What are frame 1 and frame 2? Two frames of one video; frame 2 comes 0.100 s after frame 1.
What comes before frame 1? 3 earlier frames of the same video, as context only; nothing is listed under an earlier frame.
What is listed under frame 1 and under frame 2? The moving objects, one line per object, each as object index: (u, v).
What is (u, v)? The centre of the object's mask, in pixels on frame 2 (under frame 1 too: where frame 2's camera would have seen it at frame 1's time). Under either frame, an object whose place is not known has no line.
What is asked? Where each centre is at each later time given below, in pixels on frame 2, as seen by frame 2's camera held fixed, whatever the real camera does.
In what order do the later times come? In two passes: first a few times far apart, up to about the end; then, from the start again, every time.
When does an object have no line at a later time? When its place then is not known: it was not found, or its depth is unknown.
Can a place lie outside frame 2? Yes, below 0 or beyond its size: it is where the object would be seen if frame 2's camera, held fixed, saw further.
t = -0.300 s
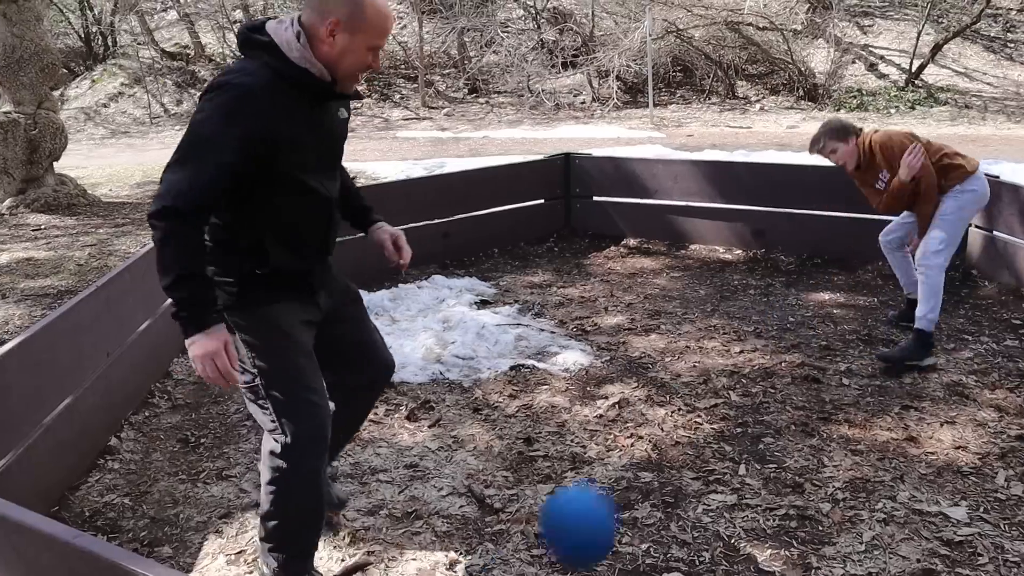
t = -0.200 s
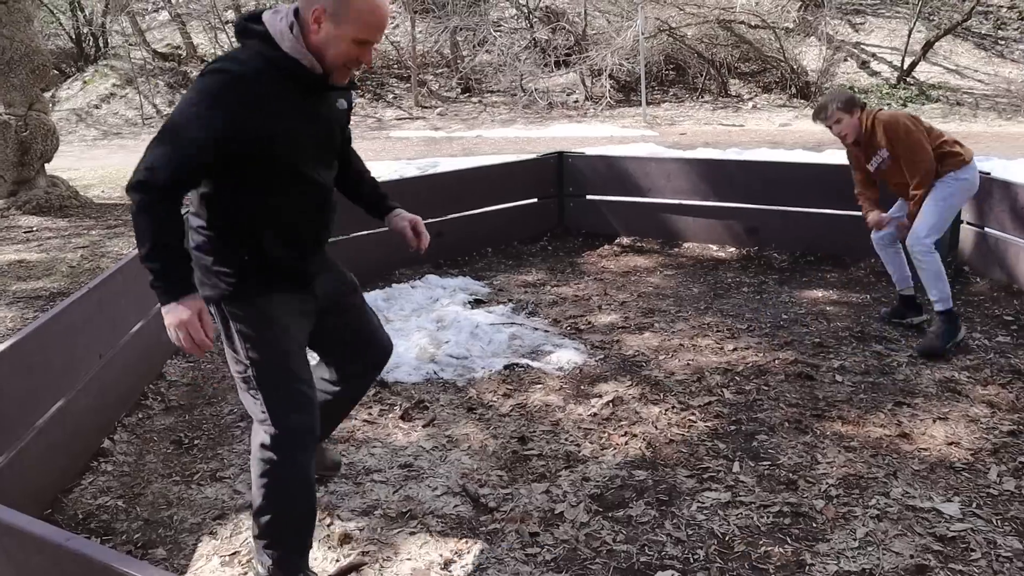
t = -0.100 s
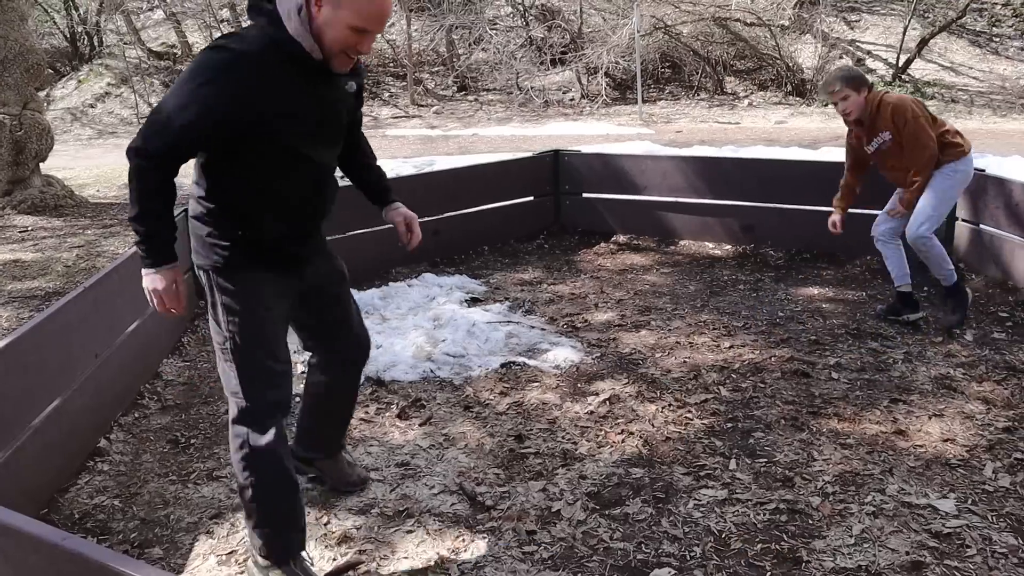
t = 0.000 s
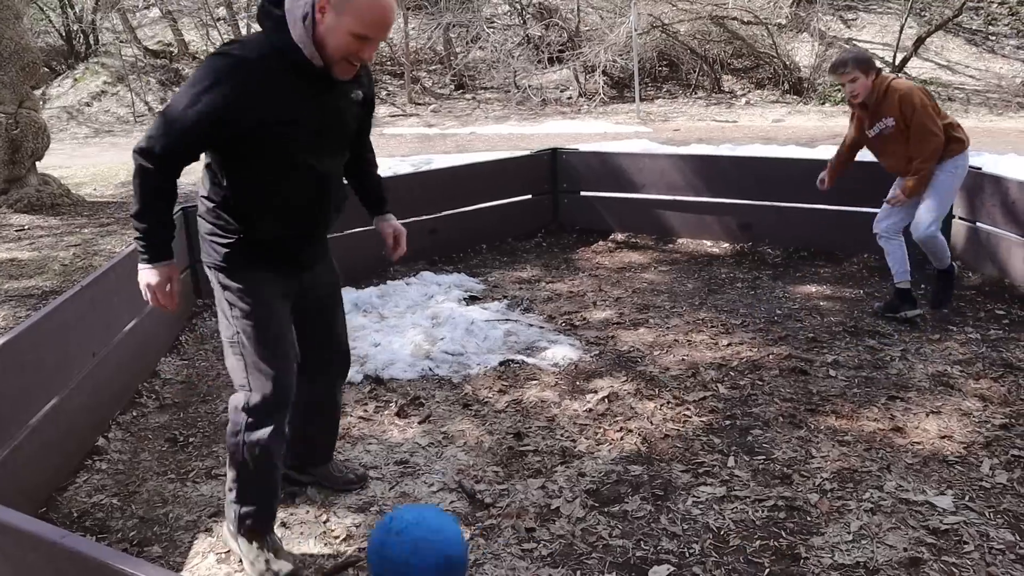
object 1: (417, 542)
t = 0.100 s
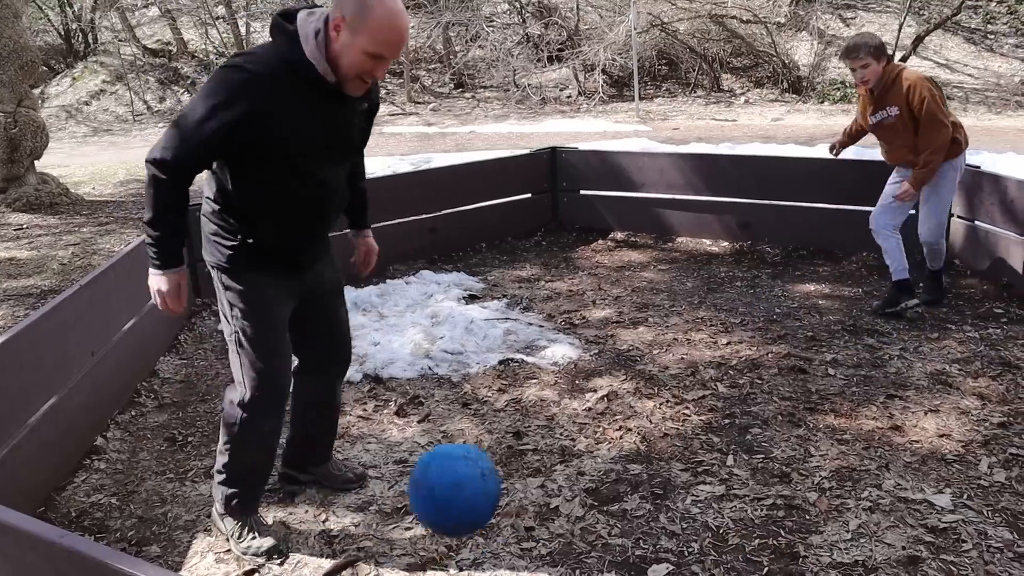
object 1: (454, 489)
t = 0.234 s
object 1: (498, 474)
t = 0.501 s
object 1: (542, 471)
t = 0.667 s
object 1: (552, 472)
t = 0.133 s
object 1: (466, 479)
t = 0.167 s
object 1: (477, 474)
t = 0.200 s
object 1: (487, 472)
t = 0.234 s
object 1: (498, 474)
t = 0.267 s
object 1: (508, 479)
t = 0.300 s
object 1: (517, 488)
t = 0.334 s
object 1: (526, 498)
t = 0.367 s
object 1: (535, 512)
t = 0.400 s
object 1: (537, 508)
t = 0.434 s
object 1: (538, 493)
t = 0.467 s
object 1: (540, 481)
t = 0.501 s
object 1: (542, 471)
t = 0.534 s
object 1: (544, 465)
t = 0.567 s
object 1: (546, 463)
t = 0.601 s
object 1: (547, 463)
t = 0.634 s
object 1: (549, 466)
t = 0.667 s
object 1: (552, 472)
